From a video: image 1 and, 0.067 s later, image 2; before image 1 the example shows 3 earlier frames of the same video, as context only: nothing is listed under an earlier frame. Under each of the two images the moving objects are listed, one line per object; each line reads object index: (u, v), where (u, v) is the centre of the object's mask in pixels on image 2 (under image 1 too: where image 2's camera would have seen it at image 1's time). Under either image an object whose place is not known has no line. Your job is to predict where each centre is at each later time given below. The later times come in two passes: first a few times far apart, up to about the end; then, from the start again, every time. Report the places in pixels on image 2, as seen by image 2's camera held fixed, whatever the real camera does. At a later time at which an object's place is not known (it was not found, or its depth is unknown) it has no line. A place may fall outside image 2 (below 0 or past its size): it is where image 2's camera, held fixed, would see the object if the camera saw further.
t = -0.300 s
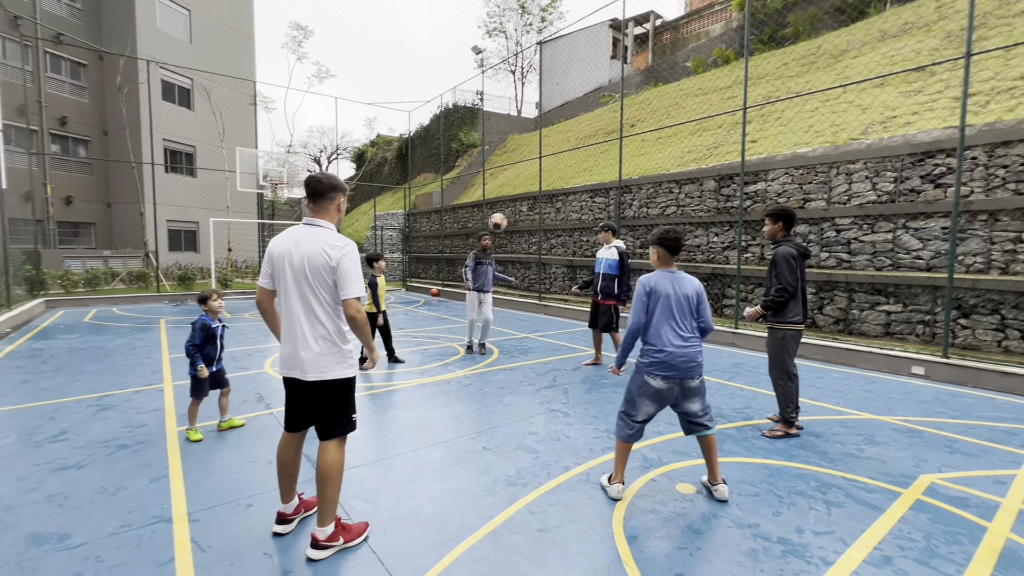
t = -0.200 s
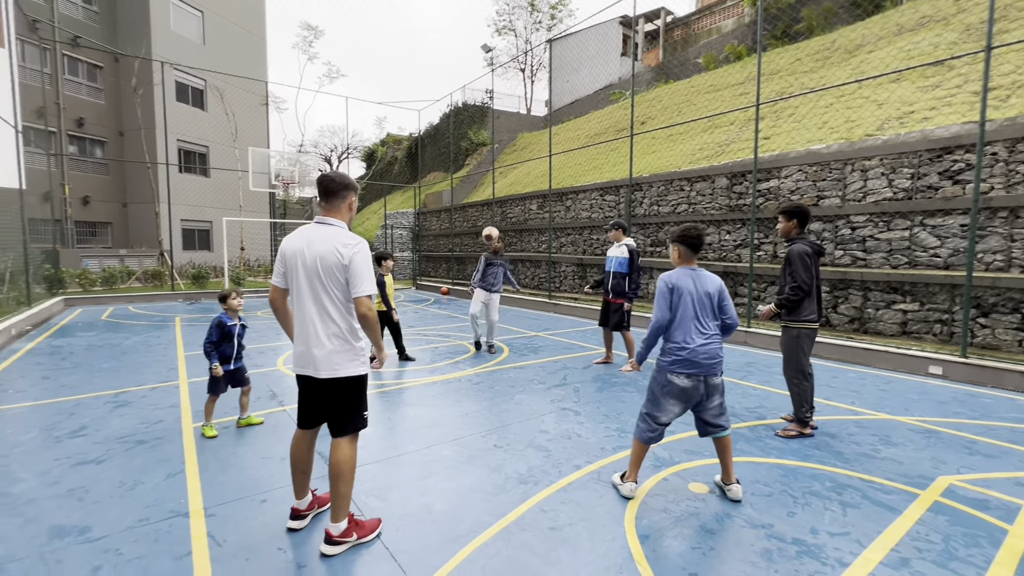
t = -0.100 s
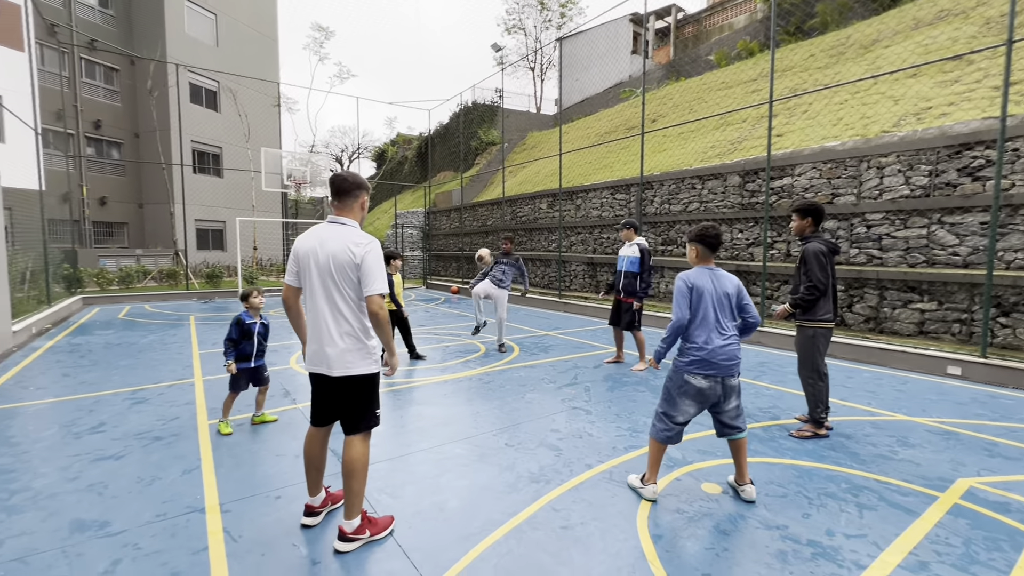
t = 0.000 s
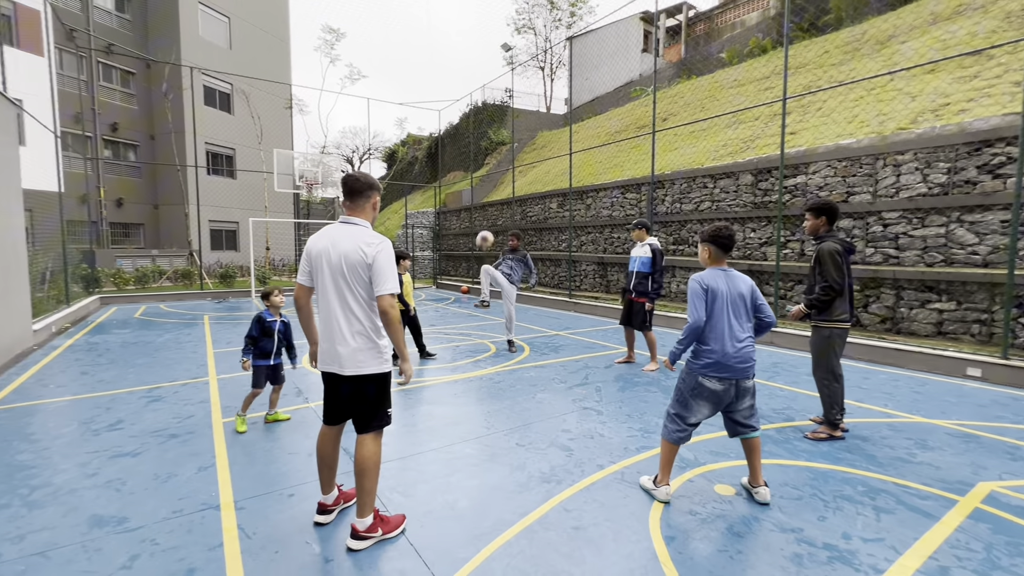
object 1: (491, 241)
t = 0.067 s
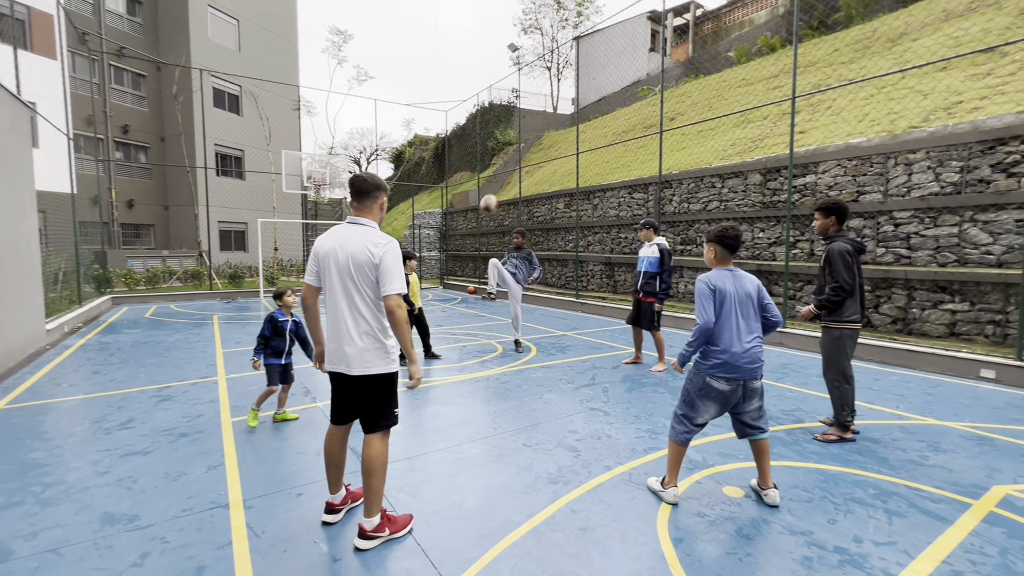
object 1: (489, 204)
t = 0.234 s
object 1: (482, 124)
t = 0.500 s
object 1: (466, 36)
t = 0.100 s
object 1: (487, 187)
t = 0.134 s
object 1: (487, 170)
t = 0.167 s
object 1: (485, 154)
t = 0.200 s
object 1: (483, 139)
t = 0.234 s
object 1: (482, 124)
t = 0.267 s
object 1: (480, 110)
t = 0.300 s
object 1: (478, 97)
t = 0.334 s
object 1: (476, 84)
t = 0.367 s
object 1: (474, 73)
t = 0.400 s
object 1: (472, 62)
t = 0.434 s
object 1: (470, 53)
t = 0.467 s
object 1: (468, 44)
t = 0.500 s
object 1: (466, 36)
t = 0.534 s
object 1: (464, 29)
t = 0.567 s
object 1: (462, 23)
